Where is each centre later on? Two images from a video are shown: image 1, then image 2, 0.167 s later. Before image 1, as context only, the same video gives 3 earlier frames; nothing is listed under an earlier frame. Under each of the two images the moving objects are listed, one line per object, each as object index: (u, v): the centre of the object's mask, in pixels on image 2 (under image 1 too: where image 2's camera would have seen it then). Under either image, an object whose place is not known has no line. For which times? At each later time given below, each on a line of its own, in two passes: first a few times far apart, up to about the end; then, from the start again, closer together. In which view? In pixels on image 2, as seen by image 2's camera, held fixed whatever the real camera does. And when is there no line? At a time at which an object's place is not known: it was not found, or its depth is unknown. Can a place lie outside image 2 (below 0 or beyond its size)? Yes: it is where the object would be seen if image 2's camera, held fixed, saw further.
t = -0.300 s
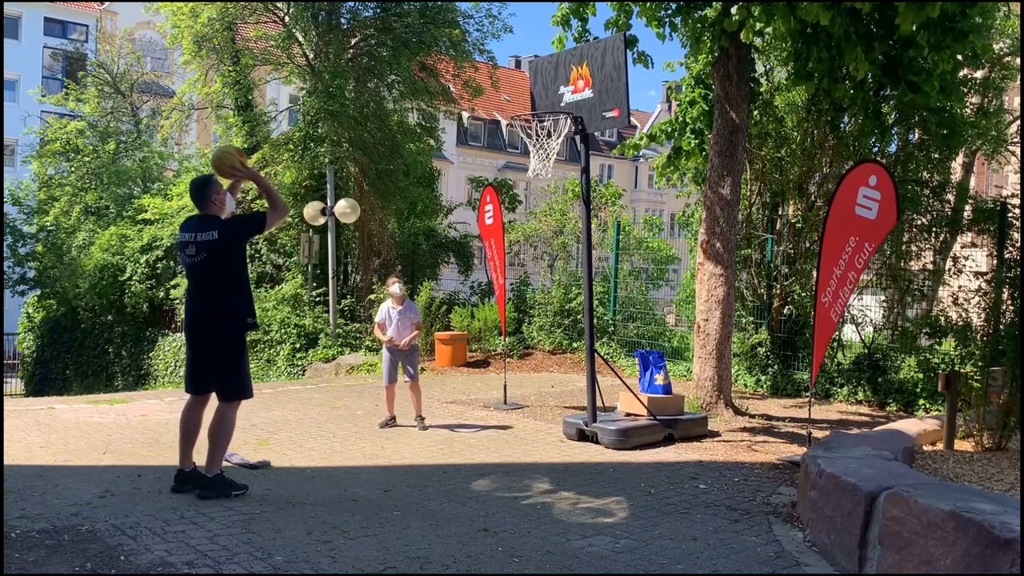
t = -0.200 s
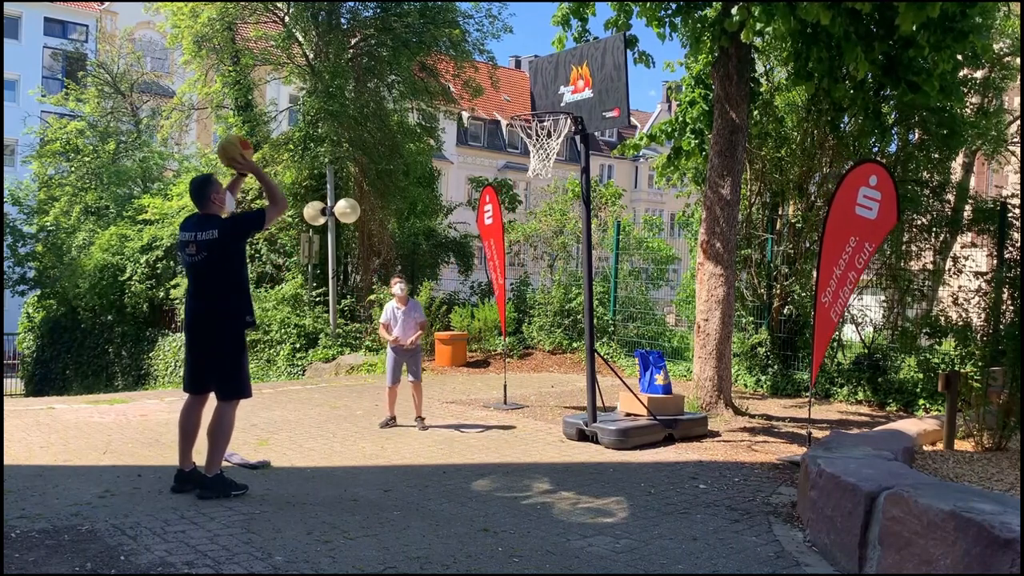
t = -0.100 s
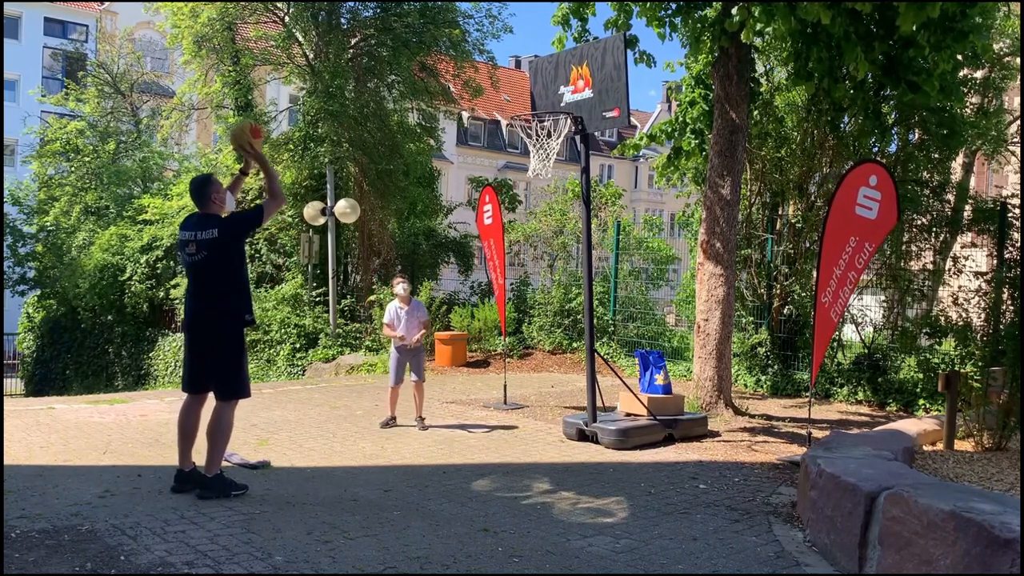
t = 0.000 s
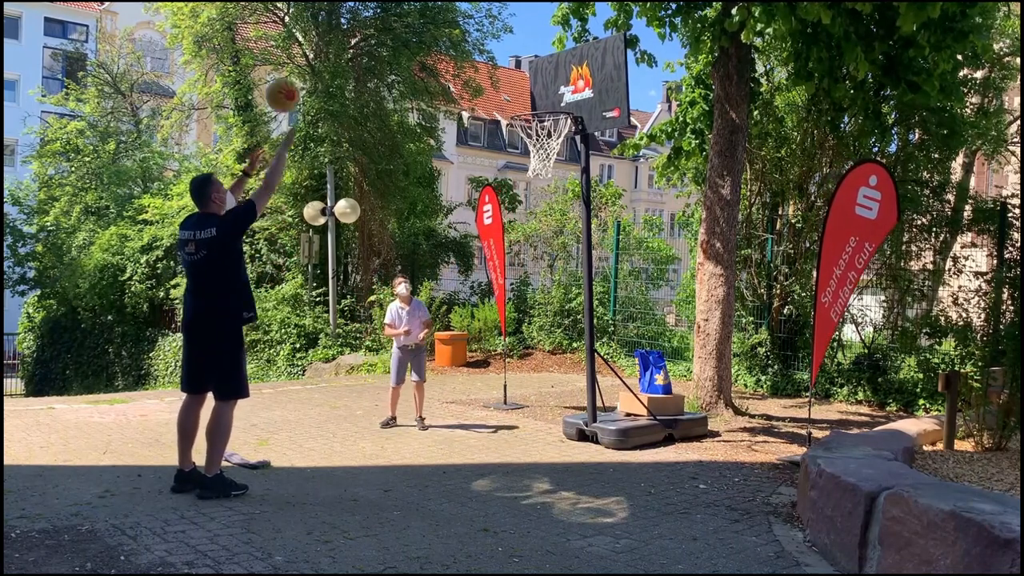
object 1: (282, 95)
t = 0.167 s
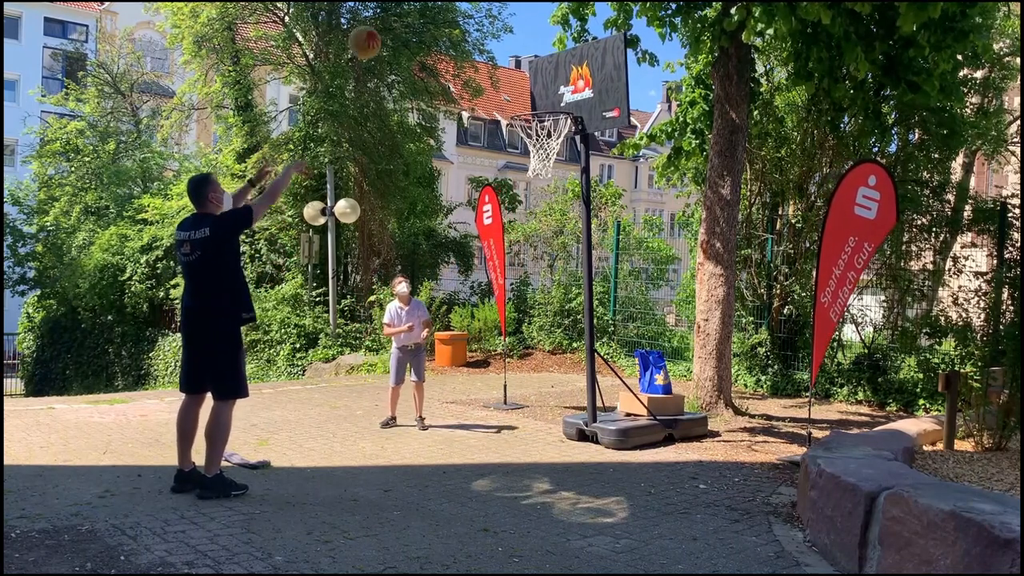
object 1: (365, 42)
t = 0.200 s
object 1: (380, 37)
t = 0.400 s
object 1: (462, 40)
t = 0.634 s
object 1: (540, 99)
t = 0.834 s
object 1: (558, 79)
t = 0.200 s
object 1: (380, 37)
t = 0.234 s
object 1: (395, 33)
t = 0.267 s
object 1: (409, 32)
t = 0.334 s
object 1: (437, 33)
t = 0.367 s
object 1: (450, 35)
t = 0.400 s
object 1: (462, 40)
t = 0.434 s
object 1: (475, 47)
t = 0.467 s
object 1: (488, 54)
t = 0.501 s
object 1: (500, 63)
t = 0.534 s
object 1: (512, 73)
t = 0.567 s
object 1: (524, 84)
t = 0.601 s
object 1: (535, 97)
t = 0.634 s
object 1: (540, 99)
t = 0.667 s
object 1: (543, 93)
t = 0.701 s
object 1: (547, 88)
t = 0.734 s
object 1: (550, 84)
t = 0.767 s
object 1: (552, 80)
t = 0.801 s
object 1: (556, 79)
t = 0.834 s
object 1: (558, 79)
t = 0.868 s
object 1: (561, 81)
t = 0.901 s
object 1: (565, 85)
